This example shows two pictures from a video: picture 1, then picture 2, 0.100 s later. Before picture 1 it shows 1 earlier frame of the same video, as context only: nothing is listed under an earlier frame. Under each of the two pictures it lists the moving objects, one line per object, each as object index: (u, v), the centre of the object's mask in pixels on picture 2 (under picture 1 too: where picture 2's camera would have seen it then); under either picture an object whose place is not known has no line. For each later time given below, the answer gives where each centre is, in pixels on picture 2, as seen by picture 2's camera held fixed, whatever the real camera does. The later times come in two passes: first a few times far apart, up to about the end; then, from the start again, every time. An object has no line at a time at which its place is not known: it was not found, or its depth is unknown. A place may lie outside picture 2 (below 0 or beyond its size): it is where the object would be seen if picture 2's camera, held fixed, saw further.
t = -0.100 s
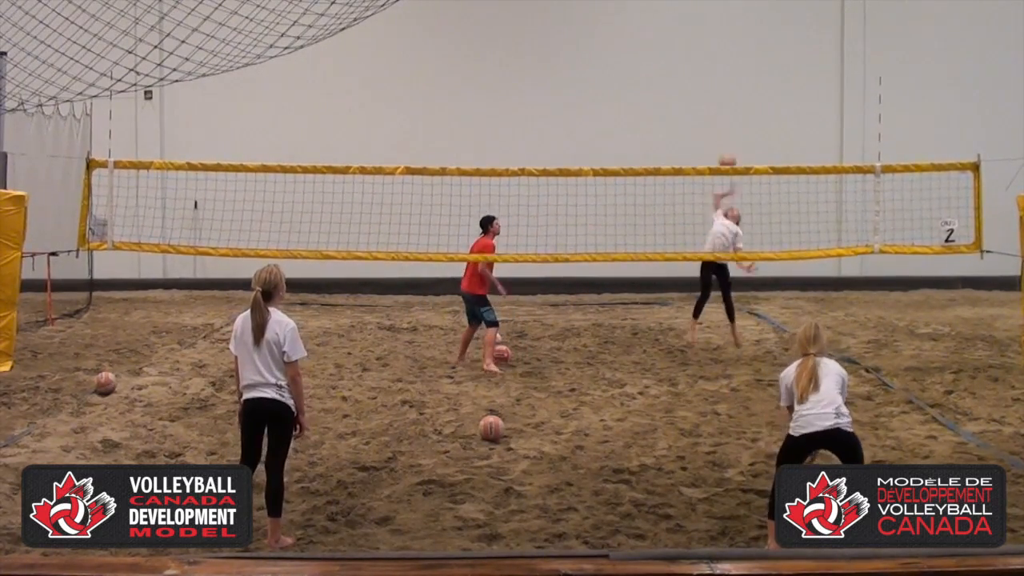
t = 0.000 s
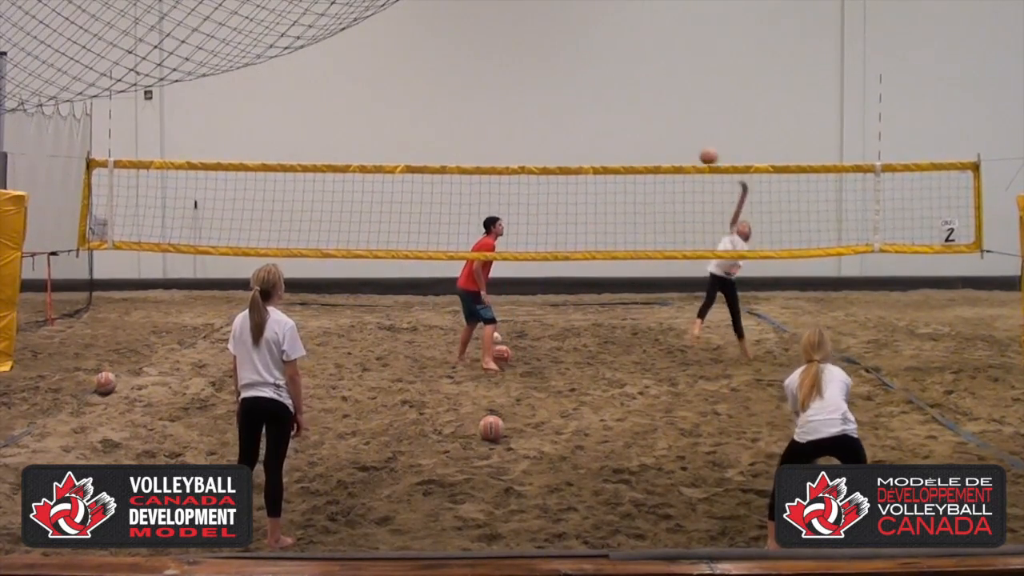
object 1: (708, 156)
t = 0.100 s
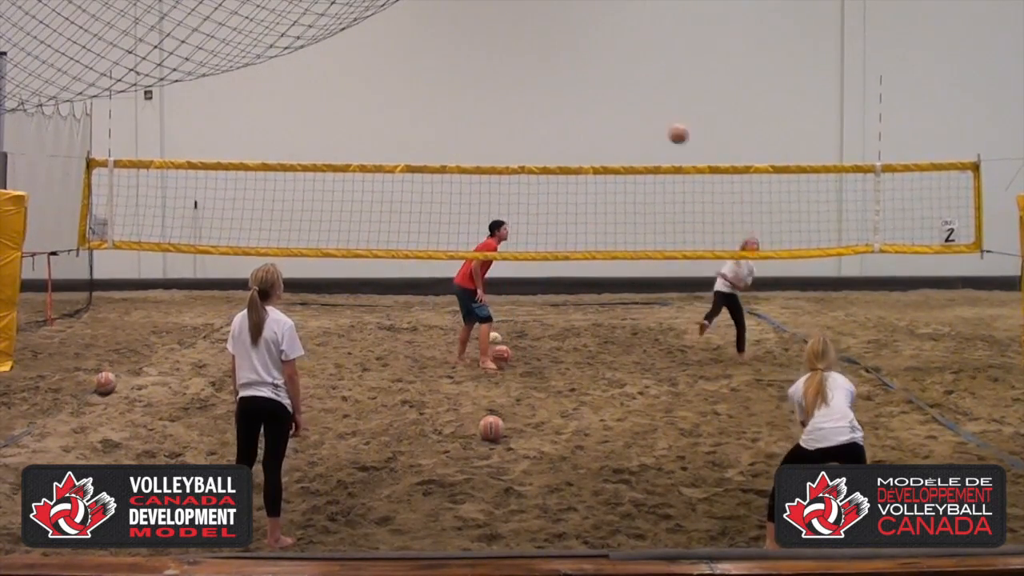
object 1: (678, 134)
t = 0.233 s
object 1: (631, 117)
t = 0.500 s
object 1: (515, 139)
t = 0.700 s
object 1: (402, 219)
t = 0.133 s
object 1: (667, 128)
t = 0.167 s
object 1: (655, 124)
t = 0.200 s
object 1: (643, 120)
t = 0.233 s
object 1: (631, 117)
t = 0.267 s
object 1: (619, 116)
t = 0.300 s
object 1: (606, 115)
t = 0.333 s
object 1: (591, 115)
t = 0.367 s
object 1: (577, 117)
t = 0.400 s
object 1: (563, 121)
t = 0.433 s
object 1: (547, 126)
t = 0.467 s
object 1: (531, 132)
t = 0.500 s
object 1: (515, 139)
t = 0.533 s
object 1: (498, 148)
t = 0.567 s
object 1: (480, 158)
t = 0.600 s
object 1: (461, 172)
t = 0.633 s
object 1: (443, 183)
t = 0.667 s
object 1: (422, 201)
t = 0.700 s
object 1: (402, 219)
